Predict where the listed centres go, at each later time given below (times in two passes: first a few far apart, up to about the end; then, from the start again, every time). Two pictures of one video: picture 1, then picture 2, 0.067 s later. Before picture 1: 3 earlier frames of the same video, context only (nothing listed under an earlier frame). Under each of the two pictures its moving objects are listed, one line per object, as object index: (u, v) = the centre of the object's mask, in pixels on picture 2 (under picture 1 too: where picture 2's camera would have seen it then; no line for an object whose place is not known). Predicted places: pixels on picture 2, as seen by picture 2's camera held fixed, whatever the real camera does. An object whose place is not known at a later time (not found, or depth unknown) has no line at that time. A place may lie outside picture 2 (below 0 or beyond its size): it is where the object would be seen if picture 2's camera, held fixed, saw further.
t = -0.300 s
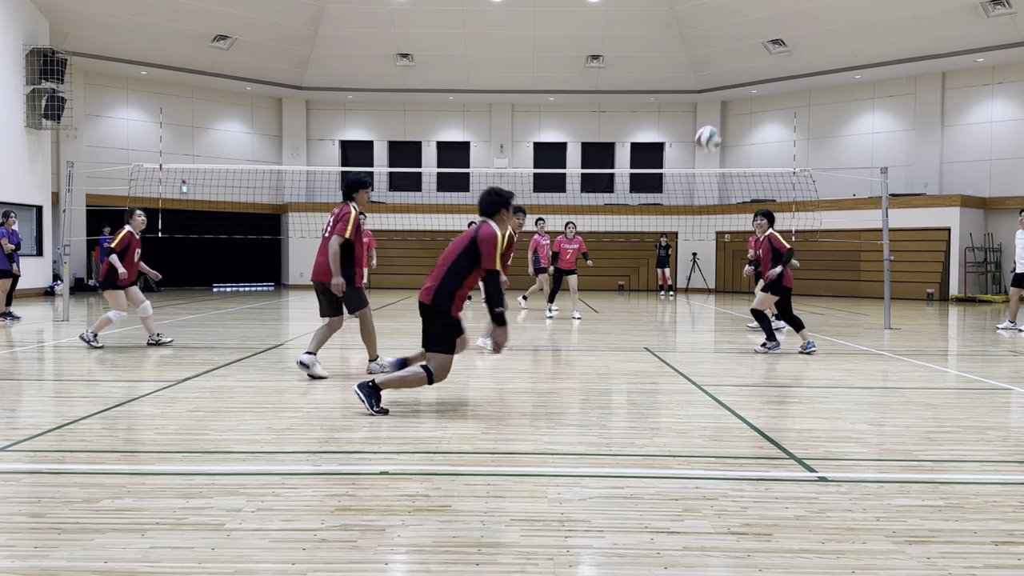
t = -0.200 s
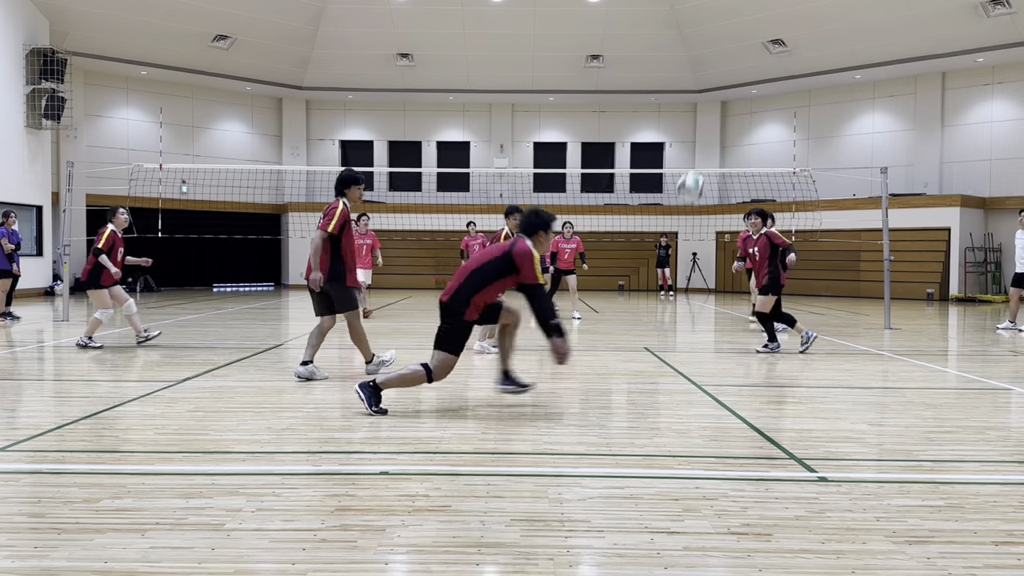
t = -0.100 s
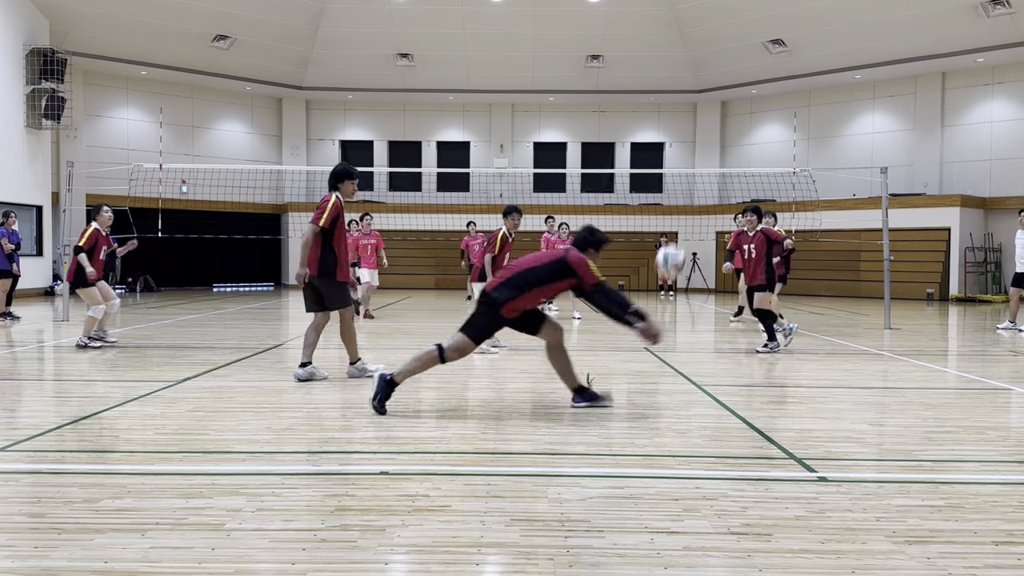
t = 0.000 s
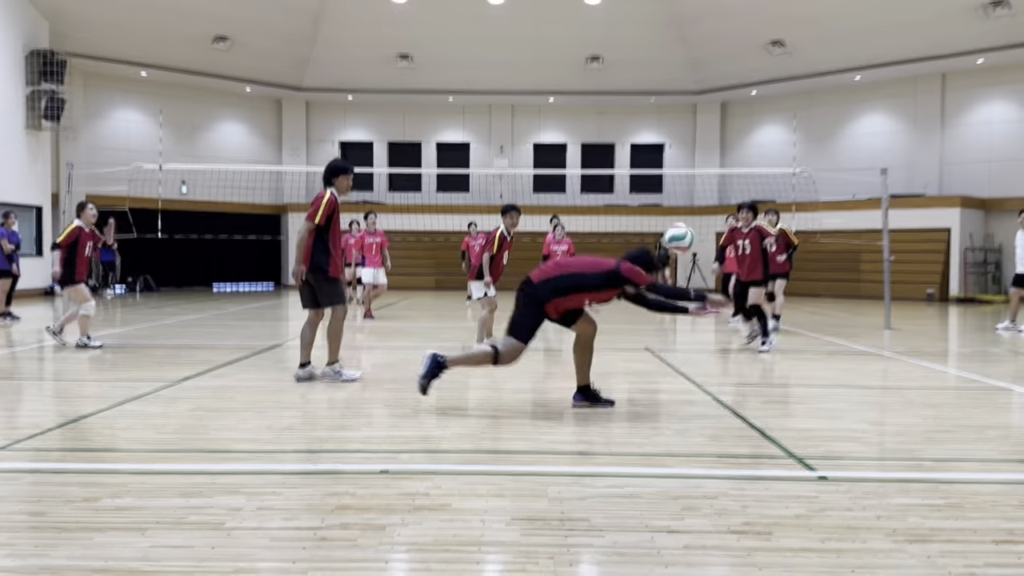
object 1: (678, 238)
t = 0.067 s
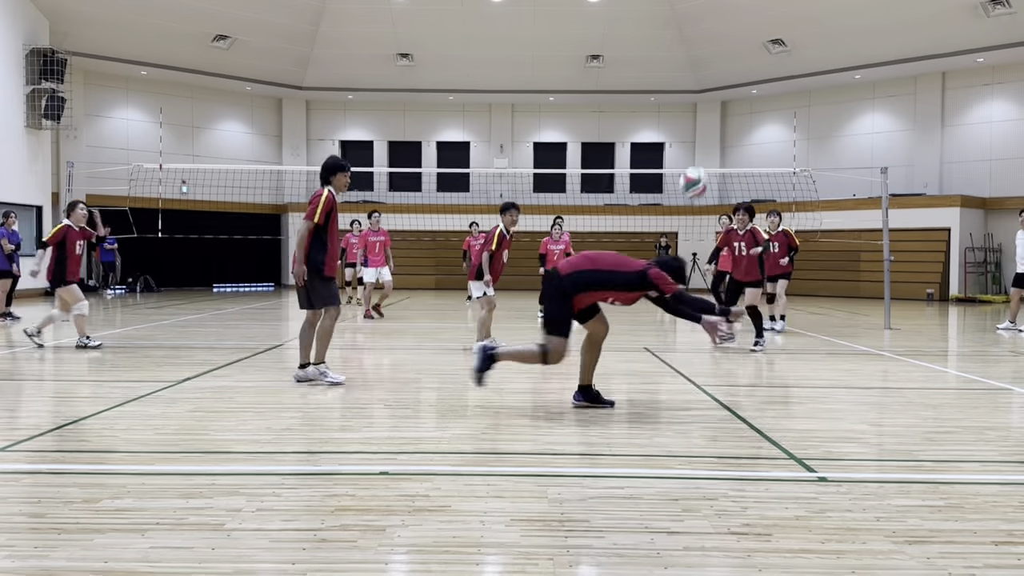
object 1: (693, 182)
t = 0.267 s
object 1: (730, 74)
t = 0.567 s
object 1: (764, 28)
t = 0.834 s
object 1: (782, 65)
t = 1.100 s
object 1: (795, 151)
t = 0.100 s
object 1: (701, 158)
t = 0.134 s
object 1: (707, 138)
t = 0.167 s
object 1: (714, 118)
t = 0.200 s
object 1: (719, 102)
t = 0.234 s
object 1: (725, 87)
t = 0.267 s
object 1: (730, 74)
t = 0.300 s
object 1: (734, 63)
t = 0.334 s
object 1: (739, 53)
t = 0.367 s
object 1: (744, 45)
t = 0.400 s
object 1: (747, 39)
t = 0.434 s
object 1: (751, 34)
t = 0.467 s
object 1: (755, 31)
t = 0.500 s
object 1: (758, 28)
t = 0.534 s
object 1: (761, 27)
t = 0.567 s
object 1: (764, 28)
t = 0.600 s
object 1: (767, 28)
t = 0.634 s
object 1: (770, 31)
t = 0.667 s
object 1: (772, 34)
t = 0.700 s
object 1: (774, 39)
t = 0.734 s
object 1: (776, 44)
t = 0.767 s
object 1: (777, 49)
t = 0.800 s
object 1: (781, 56)
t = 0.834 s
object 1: (782, 65)
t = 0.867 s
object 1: (784, 74)
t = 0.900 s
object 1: (786, 83)
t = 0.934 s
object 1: (788, 93)
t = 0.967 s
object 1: (789, 103)
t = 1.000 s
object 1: (790, 115)
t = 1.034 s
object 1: (792, 126)
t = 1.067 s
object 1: (793, 139)
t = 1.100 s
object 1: (795, 151)
